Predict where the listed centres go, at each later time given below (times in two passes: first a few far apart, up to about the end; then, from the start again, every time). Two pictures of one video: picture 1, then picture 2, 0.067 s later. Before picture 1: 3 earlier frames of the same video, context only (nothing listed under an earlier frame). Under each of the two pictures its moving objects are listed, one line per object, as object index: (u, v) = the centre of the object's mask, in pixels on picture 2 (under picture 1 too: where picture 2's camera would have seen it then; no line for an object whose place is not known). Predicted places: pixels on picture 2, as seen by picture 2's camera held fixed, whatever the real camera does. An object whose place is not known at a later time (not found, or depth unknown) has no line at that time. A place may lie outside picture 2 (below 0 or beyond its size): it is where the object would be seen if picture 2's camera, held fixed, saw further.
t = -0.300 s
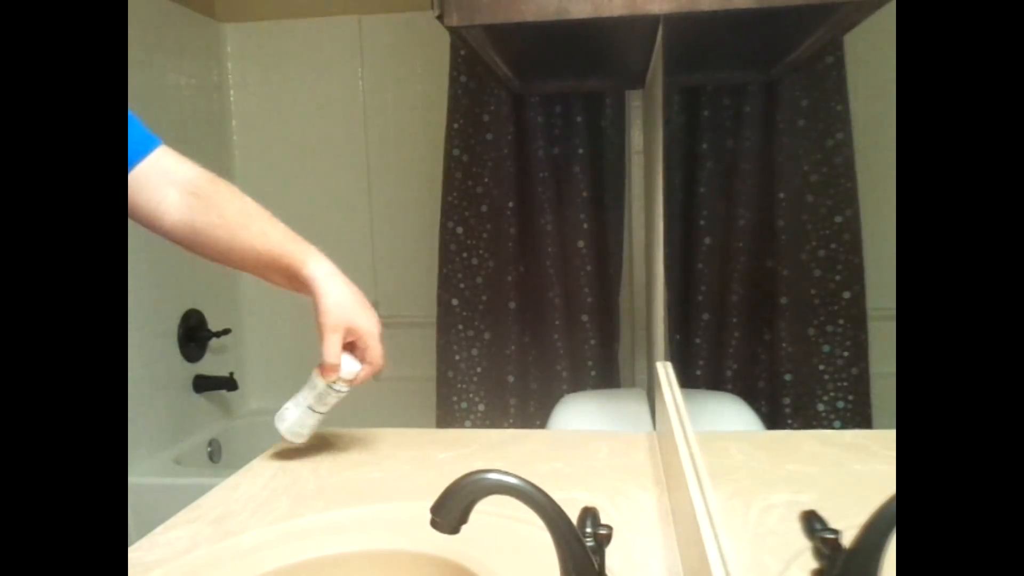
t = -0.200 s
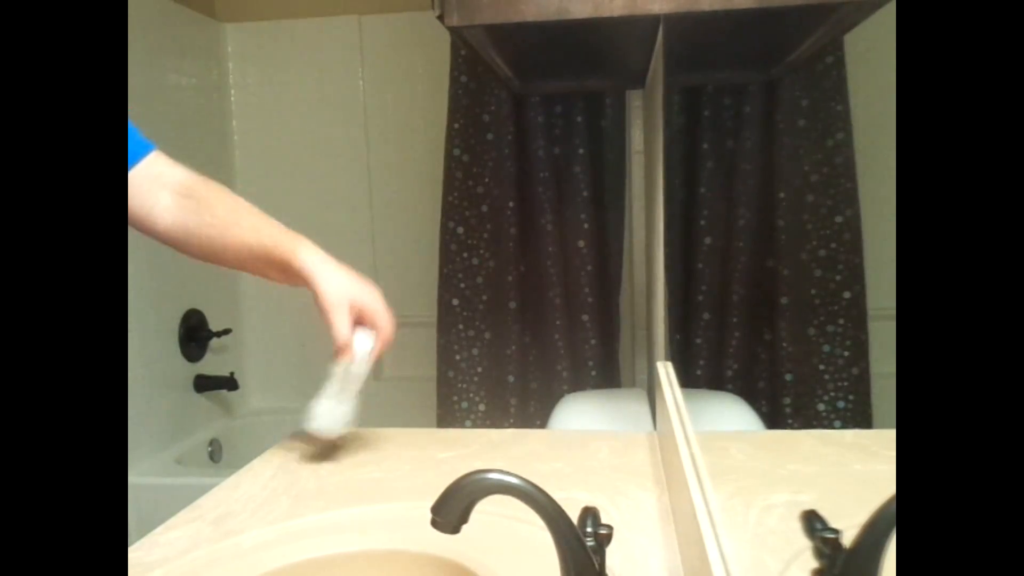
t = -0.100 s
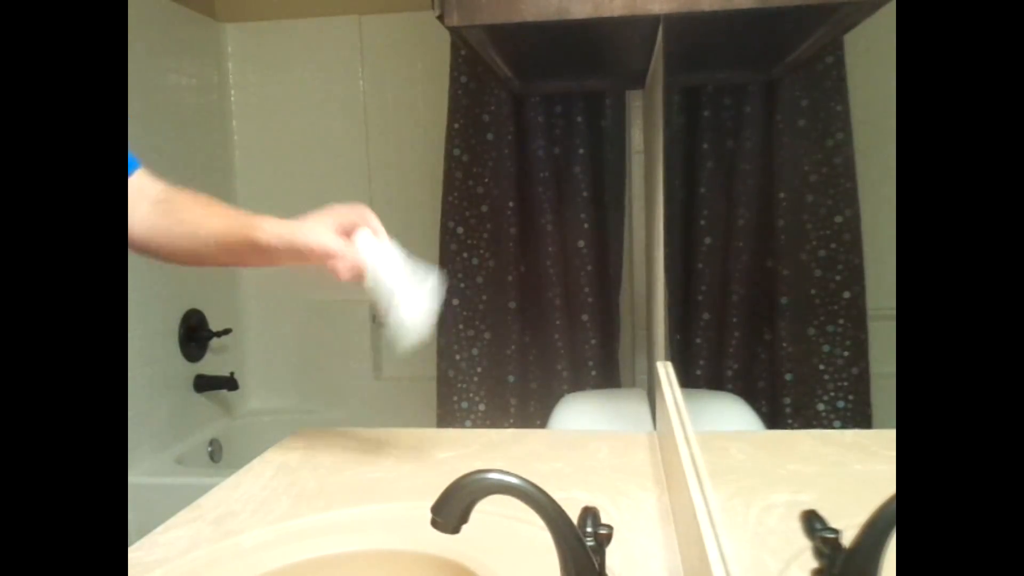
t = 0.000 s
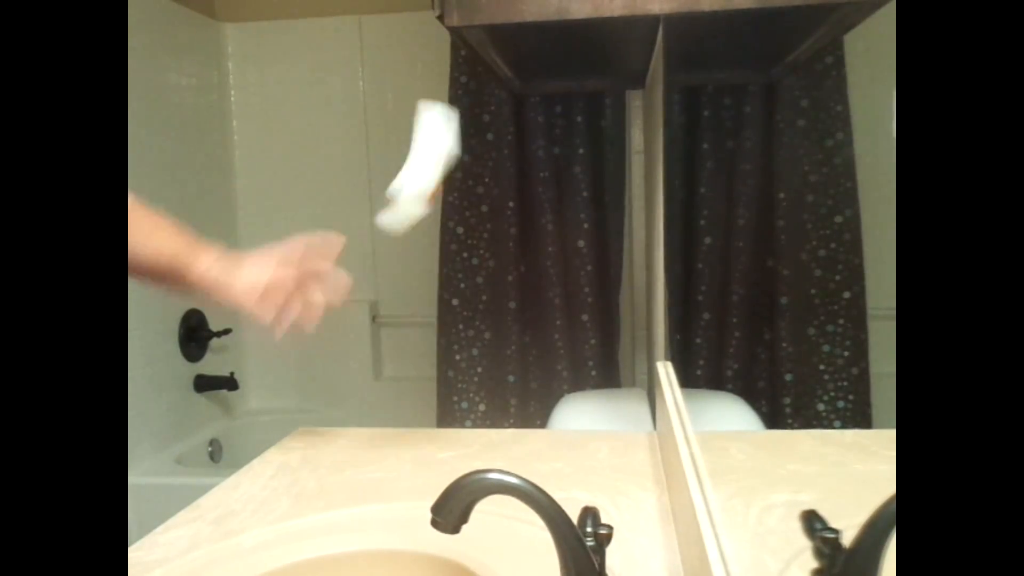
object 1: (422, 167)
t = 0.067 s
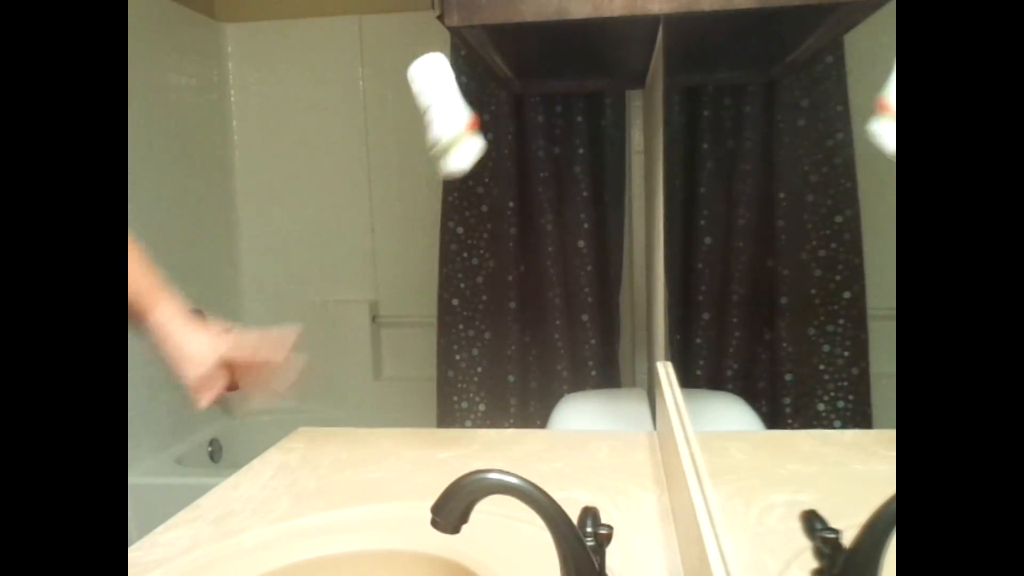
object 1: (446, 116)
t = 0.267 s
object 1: (497, 173)
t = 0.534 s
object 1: (569, 419)
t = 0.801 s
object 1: (609, 432)
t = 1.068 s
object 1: (595, 461)
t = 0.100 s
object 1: (457, 103)
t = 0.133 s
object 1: (465, 96)
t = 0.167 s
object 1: (471, 100)
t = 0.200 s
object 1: (479, 115)
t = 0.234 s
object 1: (488, 140)
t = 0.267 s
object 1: (497, 173)
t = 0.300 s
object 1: (506, 215)
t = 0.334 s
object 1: (514, 266)
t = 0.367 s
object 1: (524, 327)
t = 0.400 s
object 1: (533, 387)
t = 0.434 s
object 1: (541, 415)
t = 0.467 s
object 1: (550, 415)
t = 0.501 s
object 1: (560, 418)
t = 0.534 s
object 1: (569, 419)
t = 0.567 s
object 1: (576, 420)
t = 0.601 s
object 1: (583, 421)
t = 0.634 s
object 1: (589, 422)
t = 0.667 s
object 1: (594, 423)
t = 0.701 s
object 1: (600, 424)
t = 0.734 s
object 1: (607, 427)
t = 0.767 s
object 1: (610, 431)
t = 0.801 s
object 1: (609, 432)
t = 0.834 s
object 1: (609, 433)
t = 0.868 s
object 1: (608, 435)
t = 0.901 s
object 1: (606, 437)
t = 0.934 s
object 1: (605, 442)
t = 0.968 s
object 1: (606, 456)
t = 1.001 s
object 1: (600, 456)
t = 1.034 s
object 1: (596, 459)
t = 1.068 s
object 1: (595, 461)
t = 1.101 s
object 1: (595, 462)
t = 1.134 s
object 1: (595, 462)
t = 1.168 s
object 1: (595, 462)
